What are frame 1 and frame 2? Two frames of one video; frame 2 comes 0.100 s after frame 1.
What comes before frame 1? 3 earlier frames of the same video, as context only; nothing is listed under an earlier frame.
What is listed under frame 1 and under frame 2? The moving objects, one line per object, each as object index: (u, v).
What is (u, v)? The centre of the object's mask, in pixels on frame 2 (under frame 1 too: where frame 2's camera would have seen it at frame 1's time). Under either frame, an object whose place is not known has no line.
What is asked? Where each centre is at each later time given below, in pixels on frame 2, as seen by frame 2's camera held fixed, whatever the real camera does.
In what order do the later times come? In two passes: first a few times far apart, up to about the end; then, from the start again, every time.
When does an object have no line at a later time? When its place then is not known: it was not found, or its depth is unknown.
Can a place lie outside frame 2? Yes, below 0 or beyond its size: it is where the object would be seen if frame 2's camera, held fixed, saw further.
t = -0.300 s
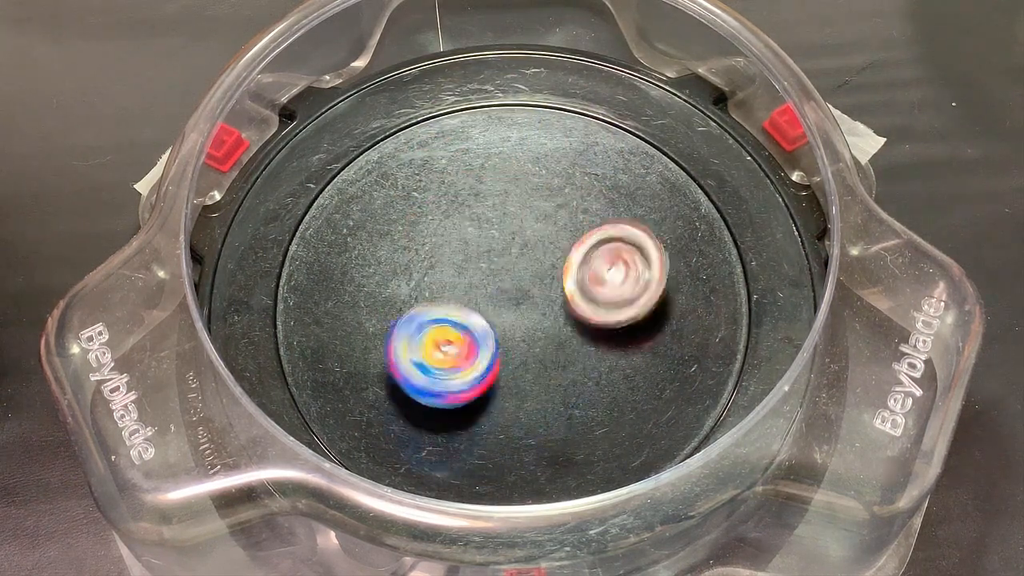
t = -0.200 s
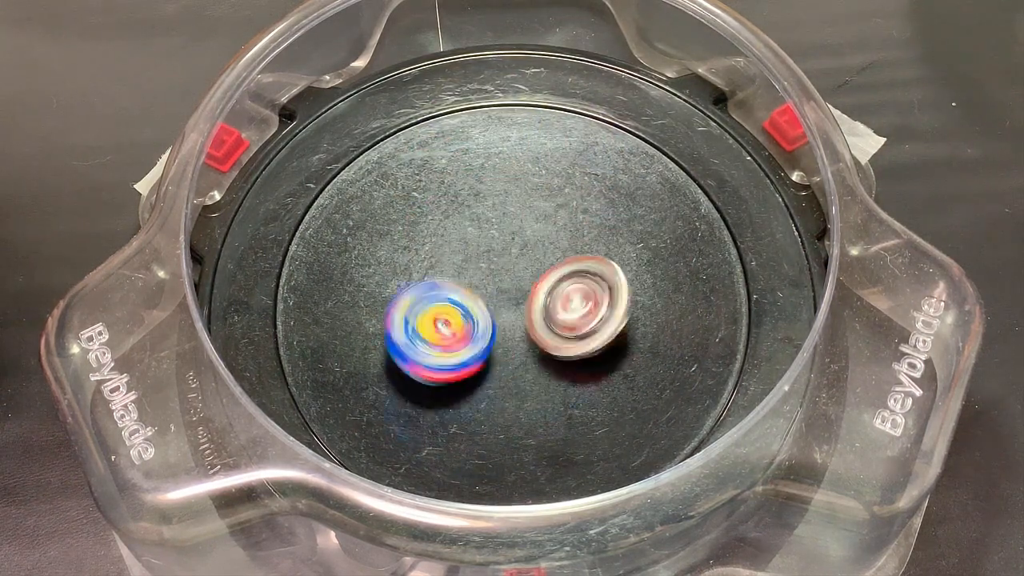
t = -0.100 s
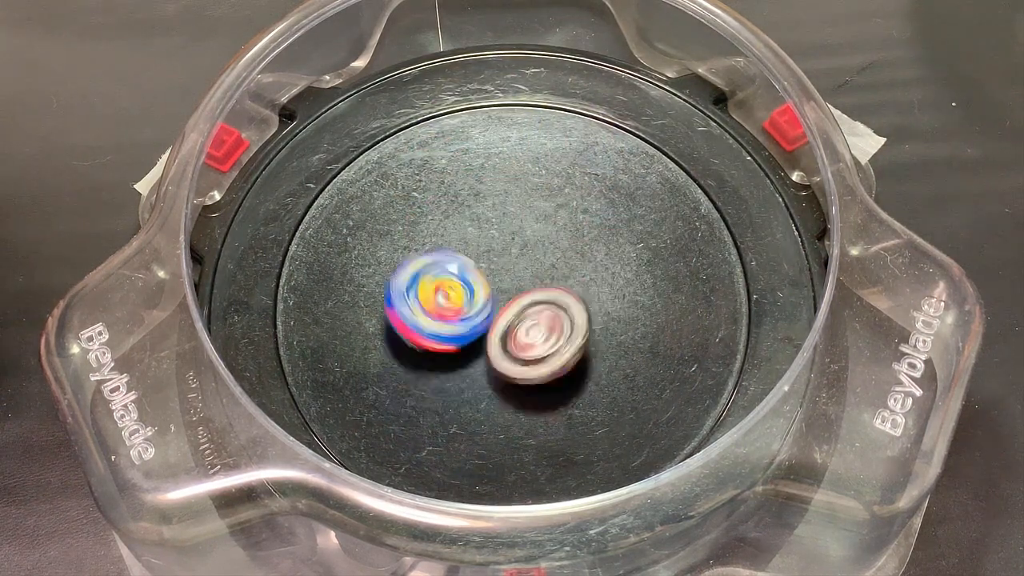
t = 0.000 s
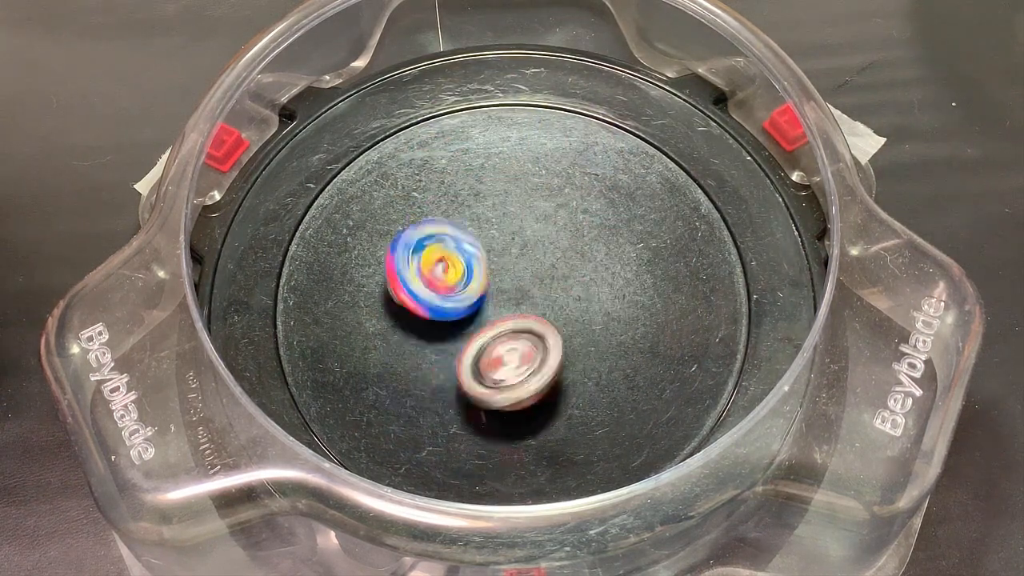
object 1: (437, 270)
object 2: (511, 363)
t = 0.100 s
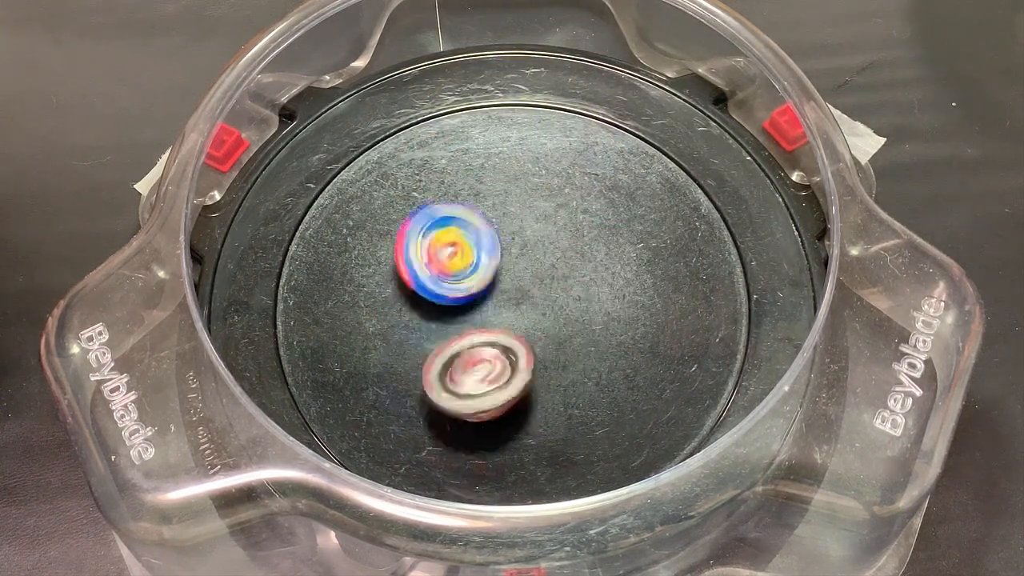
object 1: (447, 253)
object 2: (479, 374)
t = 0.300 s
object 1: (497, 245)
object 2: (432, 346)
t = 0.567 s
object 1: (567, 283)
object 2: (398, 256)
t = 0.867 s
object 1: (512, 312)
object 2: (492, 218)
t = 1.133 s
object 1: (457, 289)
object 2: (629, 209)
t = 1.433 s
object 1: (496, 244)
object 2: (574, 313)
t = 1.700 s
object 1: (547, 259)
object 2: (479, 389)
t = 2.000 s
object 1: (573, 296)
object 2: (424, 331)
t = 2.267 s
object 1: (543, 285)
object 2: (436, 276)
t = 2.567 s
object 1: (560, 292)
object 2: (493, 226)
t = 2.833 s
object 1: (502, 314)
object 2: (571, 219)
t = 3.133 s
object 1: (481, 284)
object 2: (563, 322)
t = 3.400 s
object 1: (482, 269)
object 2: (476, 364)
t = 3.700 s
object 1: (484, 272)
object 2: (431, 327)
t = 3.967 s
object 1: (488, 272)
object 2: (434, 321)
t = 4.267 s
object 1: (489, 272)
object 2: (434, 321)
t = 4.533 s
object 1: (489, 272)
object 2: (434, 321)
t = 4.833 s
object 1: (489, 272)
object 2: (434, 321)
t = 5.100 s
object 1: (489, 272)
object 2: (434, 321)
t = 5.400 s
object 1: (489, 272)
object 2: (434, 321)
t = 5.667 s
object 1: (489, 272)
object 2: (434, 321)
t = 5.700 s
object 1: (489, 272)
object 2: (434, 321)
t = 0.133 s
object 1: (454, 247)
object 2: (468, 374)
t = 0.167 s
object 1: (462, 243)
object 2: (458, 372)
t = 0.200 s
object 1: (471, 241)
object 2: (450, 368)
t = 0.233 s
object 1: (480, 241)
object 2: (443, 363)
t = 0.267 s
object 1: (488, 242)
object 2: (436, 355)
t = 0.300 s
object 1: (497, 245)
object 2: (432, 346)
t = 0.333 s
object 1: (505, 247)
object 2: (429, 335)
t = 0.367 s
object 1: (511, 253)
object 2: (426, 323)
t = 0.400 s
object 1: (517, 259)
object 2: (426, 311)
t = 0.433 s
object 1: (523, 263)
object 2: (423, 299)
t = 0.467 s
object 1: (540, 267)
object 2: (414, 288)
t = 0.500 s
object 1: (552, 274)
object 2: (406, 278)
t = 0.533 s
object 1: (562, 277)
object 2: (401, 266)
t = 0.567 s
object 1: (567, 283)
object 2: (398, 256)
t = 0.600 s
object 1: (569, 290)
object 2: (400, 246)
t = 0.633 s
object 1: (568, 294)
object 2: (404, 238)
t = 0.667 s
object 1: (563, 300)
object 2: (410, 231)
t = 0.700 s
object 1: (555, 307)
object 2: (420, 226)
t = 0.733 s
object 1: (546, 311)
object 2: (431, 222)
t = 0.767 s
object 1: (538, 313)
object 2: (444, 218)
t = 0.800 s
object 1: (527, 315)
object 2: (460, 217)
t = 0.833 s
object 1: (519, 314)
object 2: (475, 217)
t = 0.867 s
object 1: (512, 312)
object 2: (492, 218)
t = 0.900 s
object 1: (502, 312)
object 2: (511, 220)
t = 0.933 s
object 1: (493, 314)
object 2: (531, 213)
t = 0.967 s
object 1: (482, 316)
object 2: (552, 208)
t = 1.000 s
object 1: (473, 316)
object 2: (573, 204)
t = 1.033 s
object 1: (468, 312)
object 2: (590, 202)
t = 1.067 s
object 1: (461, 304)
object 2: (606, 202)
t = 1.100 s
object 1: (458, 297)
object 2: (619, 204)
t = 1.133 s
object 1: (457, 289)
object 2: (629, 209)
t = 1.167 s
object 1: (457, 282)
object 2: (636, 213)
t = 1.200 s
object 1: (459, 277)
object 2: (639, 223)
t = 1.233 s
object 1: (461, 270)
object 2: (639, 232)
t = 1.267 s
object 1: (465, 264)
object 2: (636, 244)
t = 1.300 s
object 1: (469, 258)
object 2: (629, 256)
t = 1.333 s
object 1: (476, 254)
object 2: (618, 271)
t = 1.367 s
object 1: (483, 250)
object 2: (605, 283)
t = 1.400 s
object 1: (490, 248)
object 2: (589, 298)
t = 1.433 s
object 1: (496, 244)
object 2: (574, 313)
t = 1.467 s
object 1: (501, 241)
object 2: (558, 328)
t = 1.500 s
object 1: (510, 241)
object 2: (543, 344)
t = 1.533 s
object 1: (520, 241)
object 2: (530, 357)
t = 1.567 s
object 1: (528, 244)
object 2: (517, 368)
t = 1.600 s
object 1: (535, 248)
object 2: (506, 377)
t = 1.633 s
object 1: (540, 251)
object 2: (495, 383)
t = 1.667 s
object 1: (543, 255)
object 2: (486, 388)
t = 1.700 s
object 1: (547, 259)
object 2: (479, 389)
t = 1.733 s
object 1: (550, 265)
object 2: (474, 387)
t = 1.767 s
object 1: (552, 270)
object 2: (471, 382)
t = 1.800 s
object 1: (553, 278)
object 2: (469, 374)
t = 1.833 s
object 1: (552, 286)
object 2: (469, 367)
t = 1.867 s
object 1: (550, 291)
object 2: (469, 360)
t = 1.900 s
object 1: (552, 295)
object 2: (466, 350)
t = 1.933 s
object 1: (562, 296)
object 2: (449, 343)
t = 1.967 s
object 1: (569, 296)
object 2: (434, 338)
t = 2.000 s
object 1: (573, 296)
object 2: (424, 331)
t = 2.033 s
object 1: (571, 299)
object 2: (417, 323)
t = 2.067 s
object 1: (564, 299)
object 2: (411, 317)
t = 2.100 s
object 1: (560, 297)
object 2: (410, 310)
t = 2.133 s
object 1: (557, 296)
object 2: (410, 303)
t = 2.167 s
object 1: (555, 293)
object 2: (413, 296)
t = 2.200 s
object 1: (551, 291)
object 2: (420, 290)
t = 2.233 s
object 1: (545, 289)
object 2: (427, 281)
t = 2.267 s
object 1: (543, 285)
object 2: (436, 276)
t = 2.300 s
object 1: (552, 289)
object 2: (439, 266)
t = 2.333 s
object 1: (553, 287)
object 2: (445, 257)
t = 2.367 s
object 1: (556, 283)
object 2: (448, 249)
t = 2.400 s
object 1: (558, 280)
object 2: (456, 246)
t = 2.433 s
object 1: (559, 279)
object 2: (463, 243)
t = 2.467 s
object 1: (559, 278)
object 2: (470, 240)
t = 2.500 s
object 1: (560, 279)
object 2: (477, 236)
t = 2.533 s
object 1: (560, 283)
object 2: (484, 234)
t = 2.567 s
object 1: (560, 292)
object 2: (493, 226)
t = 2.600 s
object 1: (556, 300)
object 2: (505, 217)
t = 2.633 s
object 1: (548, 308)
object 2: (518, 212)
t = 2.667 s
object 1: (539, 312)
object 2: (529, 209)
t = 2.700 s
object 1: (531, 314)
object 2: (539, 207)
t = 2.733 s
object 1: (524, 315)
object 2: (549, 208)
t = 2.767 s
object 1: (516, 316)
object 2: (558, 211)
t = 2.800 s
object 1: (509, 316)
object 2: (565, 213)
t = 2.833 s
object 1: (502, 314)
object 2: (571, 219)
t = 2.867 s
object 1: (497, 312)
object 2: (577, 226)
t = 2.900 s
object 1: (492, 310)
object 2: (580, 236)
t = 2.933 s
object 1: (489, 307)
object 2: (582, 245)
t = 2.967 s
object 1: (486, 305)
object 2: (584, 255)
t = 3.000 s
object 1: (485, 302)
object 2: (583, 269)
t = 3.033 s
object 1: (483, 297)
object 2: (580, 282)
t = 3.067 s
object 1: (483, 294)
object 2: (576, 295)
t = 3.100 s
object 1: (481, 289)
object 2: (571, 309)
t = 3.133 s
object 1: (481, 284)
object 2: (563, 322)
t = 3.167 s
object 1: (482, 280)
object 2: (555, 333)
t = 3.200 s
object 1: (483, 275)
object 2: (544, 344)
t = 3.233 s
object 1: (484, 272)
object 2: (534, 350)
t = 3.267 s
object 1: (483, 269)
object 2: (521, 358)
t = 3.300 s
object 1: (483, 267)
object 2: (509, 363)
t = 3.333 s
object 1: (483, 267)
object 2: (496, 365)
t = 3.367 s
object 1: (483, 267)
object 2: (486, 365)
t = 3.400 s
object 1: (482, 269)
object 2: (476, 364)
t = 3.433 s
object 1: (482, 273)
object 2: (468, 361)
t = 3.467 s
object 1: (480, 275)
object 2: (461, 357)
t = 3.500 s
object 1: (480, 275)
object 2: (455, 354)
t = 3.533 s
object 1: (481, 274)
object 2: (448, 350)
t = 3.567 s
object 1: (482, 273)
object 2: (444, 346)
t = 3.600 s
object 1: (482, 273)
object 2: (439, 341)
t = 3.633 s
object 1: (482, 273)
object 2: (435, 336)
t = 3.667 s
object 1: (483, 272)
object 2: (432, 330)
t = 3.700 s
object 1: (484, 272)
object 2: (431, 327)
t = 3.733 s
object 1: (485, 272)
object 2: (431, 324)
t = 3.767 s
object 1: (486, 272)
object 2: (432, 322)
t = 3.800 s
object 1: (487, 272)
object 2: (432, 321)
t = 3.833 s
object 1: (487, 272)
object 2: (432, 320)
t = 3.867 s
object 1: (488, 272)
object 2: (432, 319)
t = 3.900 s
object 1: (488, 272)
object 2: (433, 319)
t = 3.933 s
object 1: (488, 272)
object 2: (433, 320)
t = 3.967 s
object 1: (488, 272)
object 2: (434, 321)
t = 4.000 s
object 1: (488, 272)
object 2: (434, 321)
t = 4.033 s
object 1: (488, 272)
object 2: (434, 321)
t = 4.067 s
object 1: (488, 272)
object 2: (434, 321)
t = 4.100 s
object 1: (488, 272)
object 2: (434, 321)
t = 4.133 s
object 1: (489, 272)
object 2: (434, 321)
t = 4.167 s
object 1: (489, 272)
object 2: (434, 321)
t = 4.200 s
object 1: (489, 272)
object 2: (434, 321)
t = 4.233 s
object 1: (489, 272)
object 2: (434, 321)
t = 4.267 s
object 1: (489, 272)
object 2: (434, 321)
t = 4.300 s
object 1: (489, 272)
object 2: (434, 321)
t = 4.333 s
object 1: (489, 272)
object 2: (434, 321)
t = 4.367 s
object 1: (489, 272)
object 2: (434, 321)
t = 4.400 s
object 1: (489, 272)
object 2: (434, 321)
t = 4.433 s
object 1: (489, 272)
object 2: (434, 321)
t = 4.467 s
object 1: (489, 272)
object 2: (434, 321)
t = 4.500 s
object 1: (489, 272)
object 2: (434, 321)
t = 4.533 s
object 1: (489, 272)
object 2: (434, 321)
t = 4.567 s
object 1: (489, 272)
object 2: (434, 321)
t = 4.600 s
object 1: (489, 272)
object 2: (434, 321)
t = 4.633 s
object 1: (489, 272)
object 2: (434, 321)
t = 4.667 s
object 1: (489, 272)
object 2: (434, 321)
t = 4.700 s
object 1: (489, 272)
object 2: (434, 321)
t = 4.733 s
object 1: (489, 272)
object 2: (434, 321)
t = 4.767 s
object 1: (489, 272)
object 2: (434, 321)
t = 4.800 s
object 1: (489, 272)
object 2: (434, 321)
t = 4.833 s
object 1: (489, 272)
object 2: (434, 321)
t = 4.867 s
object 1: (489, 272)
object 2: (434, 321)
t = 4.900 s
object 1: (489, 272)
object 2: (434, 321)
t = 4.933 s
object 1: (489, 272)
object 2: (434, 321)
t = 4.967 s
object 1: (489, 272)
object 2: (434, 321)
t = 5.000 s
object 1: (489, 272)
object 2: (434, 321)
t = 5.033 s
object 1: (489, 272)
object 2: (434, 321)
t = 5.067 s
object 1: (489, 272)
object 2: (434, 321)
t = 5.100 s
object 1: (489, 272)
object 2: (434, 321)
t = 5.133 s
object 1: (489, 272)
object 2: (434, 321)
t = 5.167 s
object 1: (489, 272)
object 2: (434, 321)
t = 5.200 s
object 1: (489, 272)
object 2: (434, 321)
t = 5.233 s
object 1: (489, 272)
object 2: (434, 321)
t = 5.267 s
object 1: (489, 272)
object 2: (434, 321)
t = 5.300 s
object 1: (489, 272)
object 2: (434, 321)
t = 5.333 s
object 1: (489, 272)
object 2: (434, 321)
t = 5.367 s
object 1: (489, 272)
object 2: (434, 321)
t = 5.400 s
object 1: (489, 272)
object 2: (434, 321)
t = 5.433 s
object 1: (489, 272)
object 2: (434, 321)
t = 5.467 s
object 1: (489, 272)
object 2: (434, 321)
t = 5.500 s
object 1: (489, 272)
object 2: (434, 321)
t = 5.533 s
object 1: (489, 272)
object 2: (434, 321)
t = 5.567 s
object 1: (489, 272)
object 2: (434, 321)
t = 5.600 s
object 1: (489, 272)
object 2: (434, 321)
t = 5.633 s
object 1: (489, 272)
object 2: (434, 321)
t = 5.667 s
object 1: (489, 272)
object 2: (434, 321)
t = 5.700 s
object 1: (489, 272)
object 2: (434, 321)
